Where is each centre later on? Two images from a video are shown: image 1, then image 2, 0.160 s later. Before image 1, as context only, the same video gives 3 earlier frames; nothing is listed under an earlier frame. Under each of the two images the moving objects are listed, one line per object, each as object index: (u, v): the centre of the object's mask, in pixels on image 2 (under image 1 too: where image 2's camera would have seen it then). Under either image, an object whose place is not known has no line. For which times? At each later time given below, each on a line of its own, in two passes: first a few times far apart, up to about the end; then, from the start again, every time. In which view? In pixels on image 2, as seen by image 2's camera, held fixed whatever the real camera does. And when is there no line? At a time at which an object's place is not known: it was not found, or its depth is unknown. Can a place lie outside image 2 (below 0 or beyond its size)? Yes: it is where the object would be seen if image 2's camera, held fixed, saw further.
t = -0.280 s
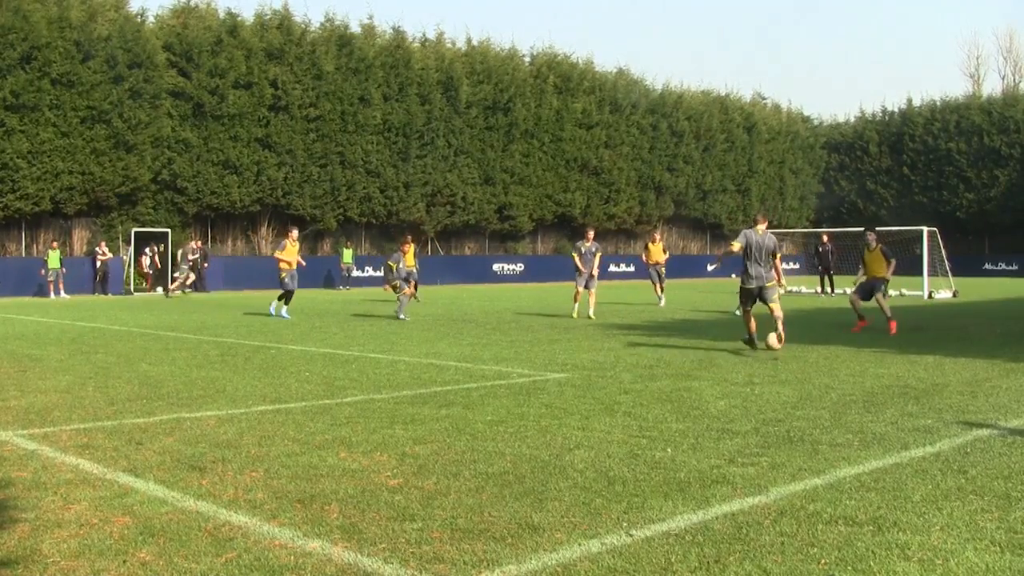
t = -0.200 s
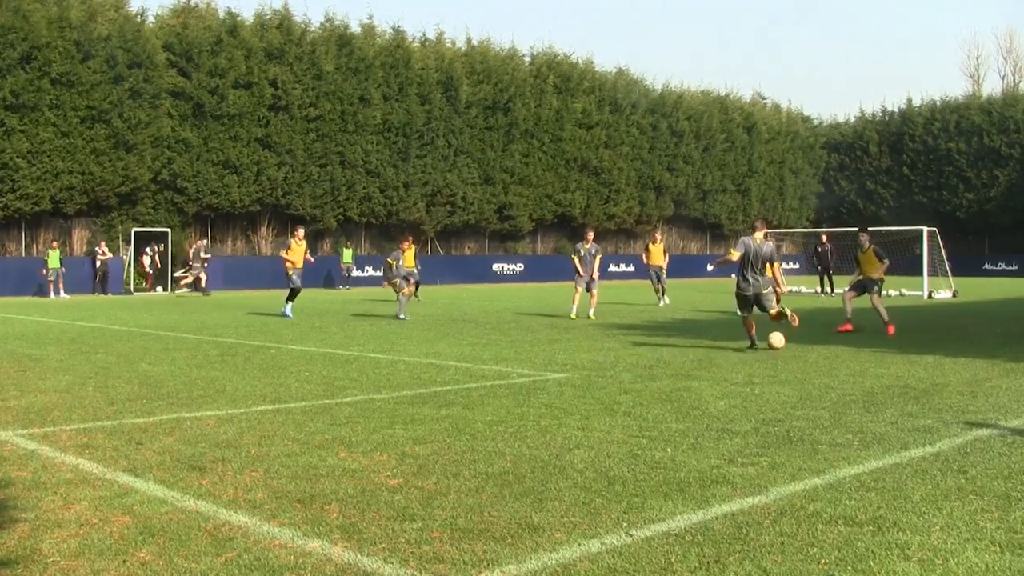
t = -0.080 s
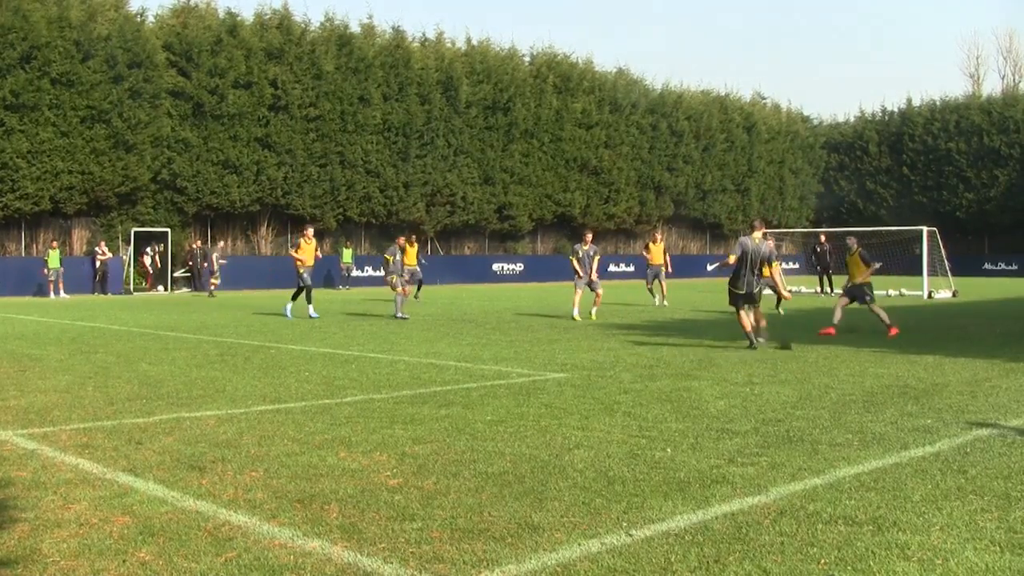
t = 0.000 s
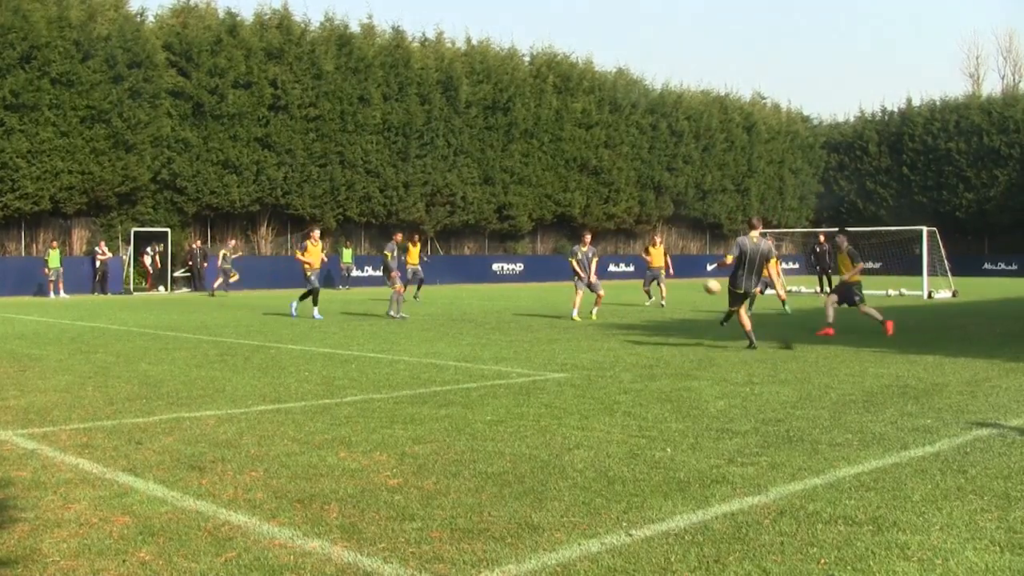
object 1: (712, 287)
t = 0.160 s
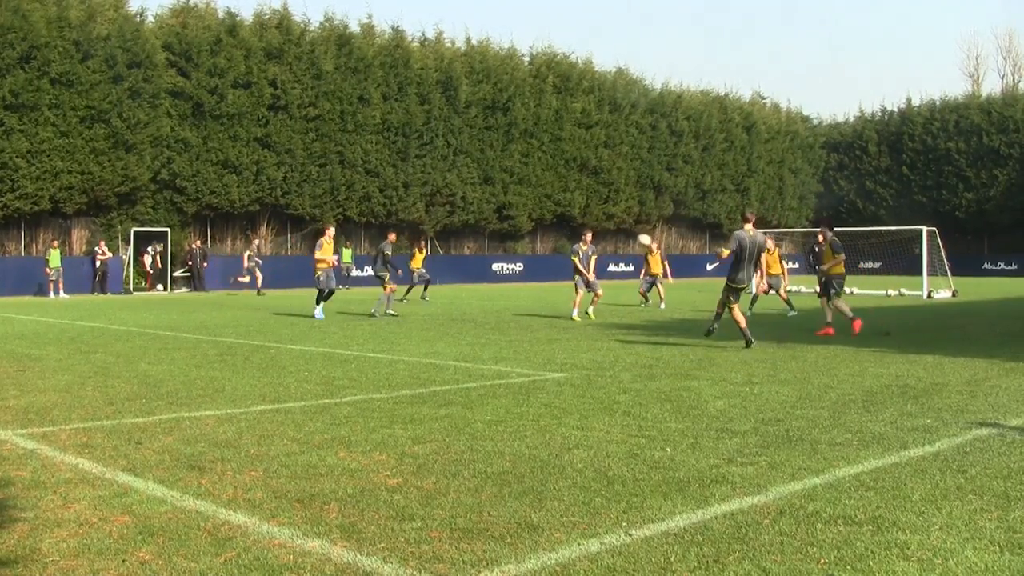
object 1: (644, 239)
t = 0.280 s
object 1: (605, 220)
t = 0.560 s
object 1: (538, 198)
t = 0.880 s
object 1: (485, 204)
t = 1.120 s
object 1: (455, 223)
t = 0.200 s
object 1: (630, 231)
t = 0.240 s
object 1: (617, 225)
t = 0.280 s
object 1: (605, 220)
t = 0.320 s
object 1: (594, 214)
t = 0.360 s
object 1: (583, 210)
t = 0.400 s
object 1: (573, 207)
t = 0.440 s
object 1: (564, 203)
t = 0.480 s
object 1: (555, 201)
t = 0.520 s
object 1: (546, 200)
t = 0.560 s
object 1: (538, 198)
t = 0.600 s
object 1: (530, 198)
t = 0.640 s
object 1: (523, 198)
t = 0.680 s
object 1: (516, 198)
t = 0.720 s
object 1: (509, 198)
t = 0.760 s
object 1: (503, 200)
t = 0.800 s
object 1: (497, 201)
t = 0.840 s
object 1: (491, 202)
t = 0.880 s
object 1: (485, 204)
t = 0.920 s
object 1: (480, 207)
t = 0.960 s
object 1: (475, 210)
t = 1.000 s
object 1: (470, 212)
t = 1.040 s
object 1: (465, 215)
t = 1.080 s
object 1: (460, 219)
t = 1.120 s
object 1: (455, 223)
